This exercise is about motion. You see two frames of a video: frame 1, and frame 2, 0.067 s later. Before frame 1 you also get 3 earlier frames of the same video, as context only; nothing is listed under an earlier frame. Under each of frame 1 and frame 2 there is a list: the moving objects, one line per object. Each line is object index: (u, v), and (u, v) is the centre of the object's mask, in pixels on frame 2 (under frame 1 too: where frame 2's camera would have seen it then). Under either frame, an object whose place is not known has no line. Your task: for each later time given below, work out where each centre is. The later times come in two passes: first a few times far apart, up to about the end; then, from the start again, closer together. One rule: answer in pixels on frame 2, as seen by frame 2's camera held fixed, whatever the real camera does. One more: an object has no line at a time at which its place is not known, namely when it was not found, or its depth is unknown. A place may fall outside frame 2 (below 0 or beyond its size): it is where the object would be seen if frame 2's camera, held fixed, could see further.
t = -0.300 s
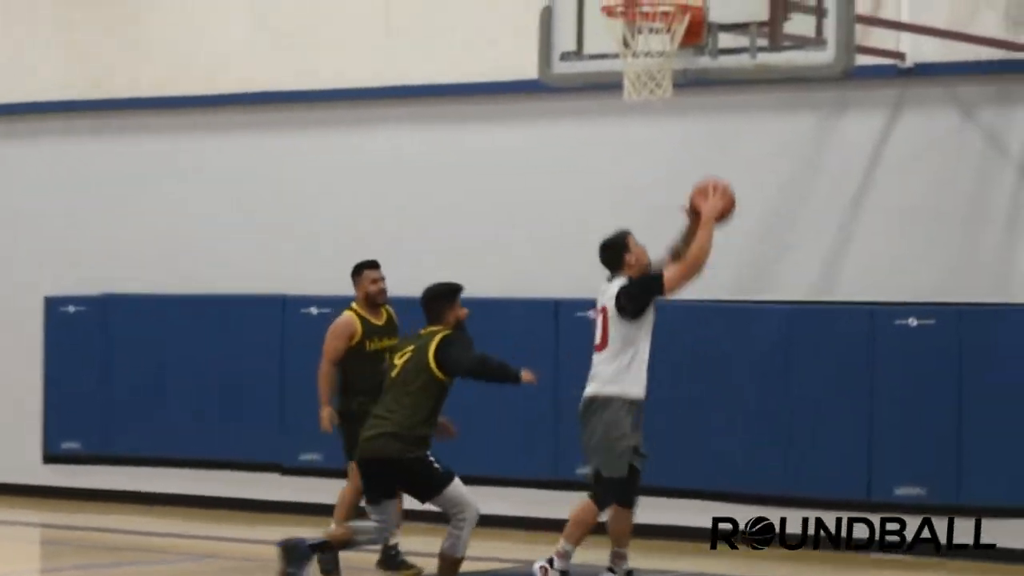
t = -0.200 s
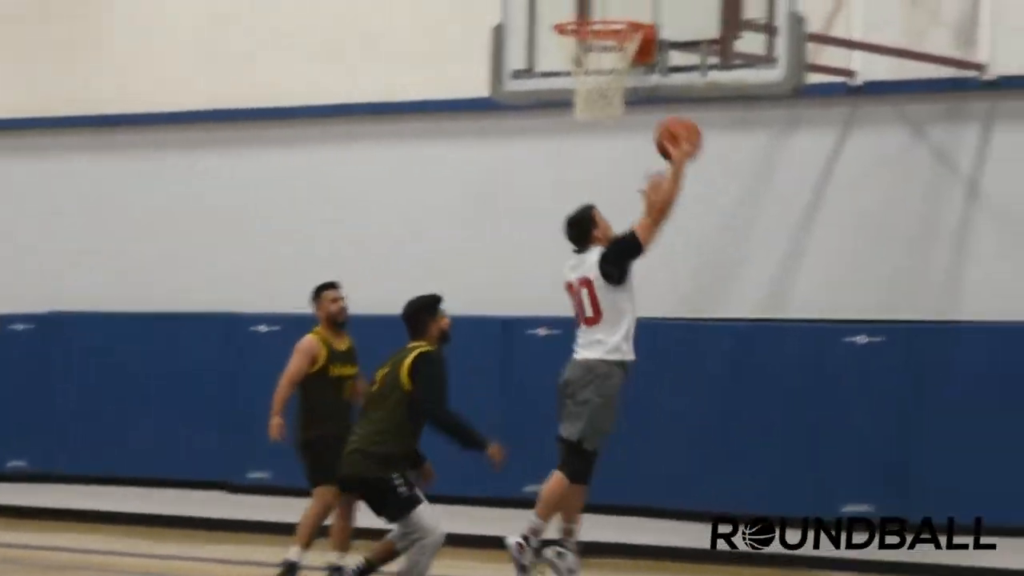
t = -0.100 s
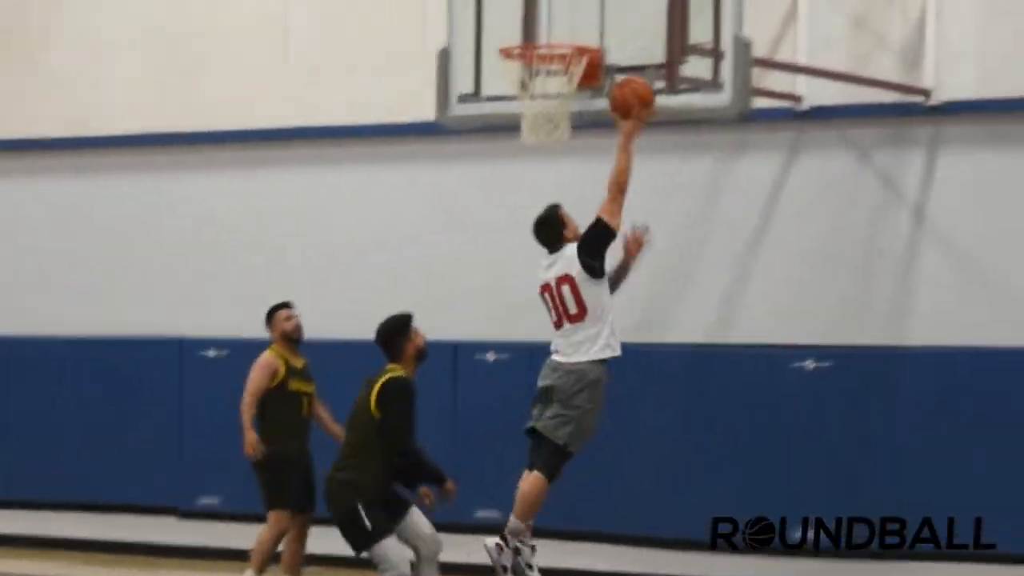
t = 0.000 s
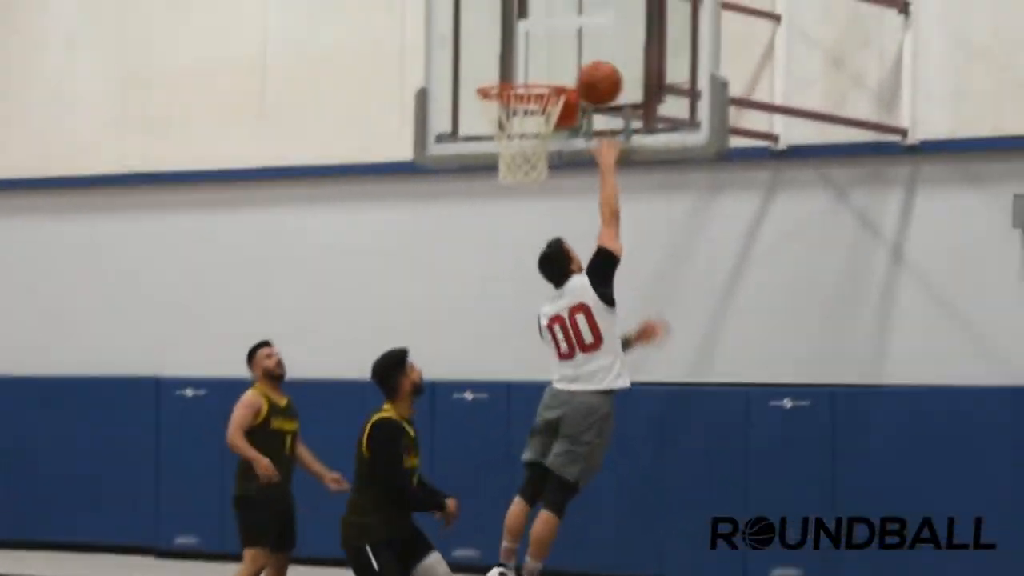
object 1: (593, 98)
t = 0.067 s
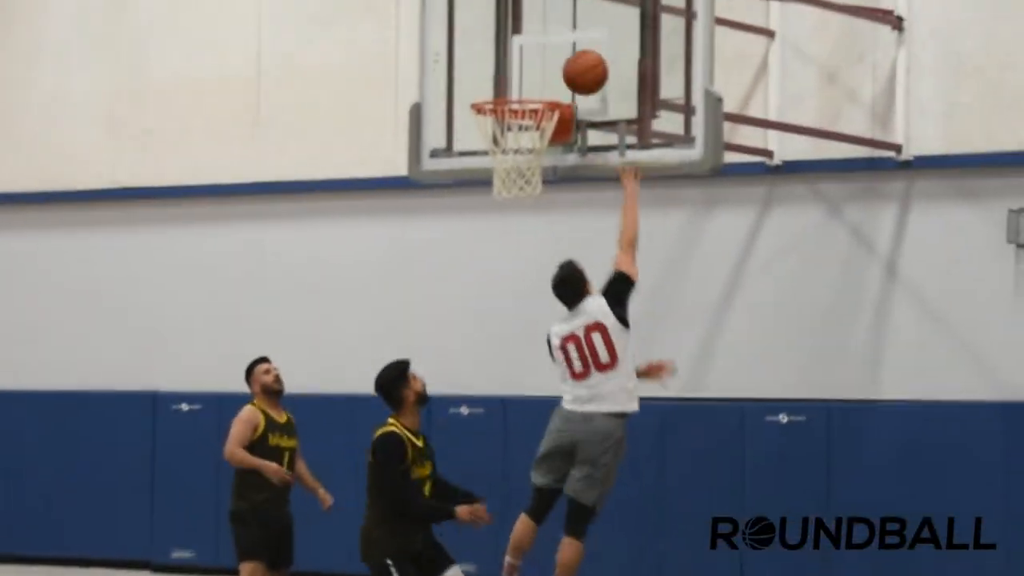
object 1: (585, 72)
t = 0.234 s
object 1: (554, 50)
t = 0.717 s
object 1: (527, 137)
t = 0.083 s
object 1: (583, 67)
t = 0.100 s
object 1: (581, 62)
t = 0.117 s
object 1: (579, 57)
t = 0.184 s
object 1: (567, 49)
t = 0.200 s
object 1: (563, 49)
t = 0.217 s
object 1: (559, 49)
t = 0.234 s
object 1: (554, 50)
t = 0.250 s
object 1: (549, 51)
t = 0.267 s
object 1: (545, 53)
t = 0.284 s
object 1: (541, 56)
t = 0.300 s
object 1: (536, 59)
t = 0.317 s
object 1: (532, 62)
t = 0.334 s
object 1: (527, 67)
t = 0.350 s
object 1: (523, 71)
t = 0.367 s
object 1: (517, 76)
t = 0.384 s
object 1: (513, 80)
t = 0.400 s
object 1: (508, 84)
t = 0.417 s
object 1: (504, 88)
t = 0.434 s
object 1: (501, 91)
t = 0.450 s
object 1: (503, 97)
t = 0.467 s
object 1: (503, 107)
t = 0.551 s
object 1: (506, 132)
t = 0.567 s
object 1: (509, 134)
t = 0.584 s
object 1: (510, 135)
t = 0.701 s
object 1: (525, 136)
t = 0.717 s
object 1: (527, 137)
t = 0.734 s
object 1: (529, 138)
